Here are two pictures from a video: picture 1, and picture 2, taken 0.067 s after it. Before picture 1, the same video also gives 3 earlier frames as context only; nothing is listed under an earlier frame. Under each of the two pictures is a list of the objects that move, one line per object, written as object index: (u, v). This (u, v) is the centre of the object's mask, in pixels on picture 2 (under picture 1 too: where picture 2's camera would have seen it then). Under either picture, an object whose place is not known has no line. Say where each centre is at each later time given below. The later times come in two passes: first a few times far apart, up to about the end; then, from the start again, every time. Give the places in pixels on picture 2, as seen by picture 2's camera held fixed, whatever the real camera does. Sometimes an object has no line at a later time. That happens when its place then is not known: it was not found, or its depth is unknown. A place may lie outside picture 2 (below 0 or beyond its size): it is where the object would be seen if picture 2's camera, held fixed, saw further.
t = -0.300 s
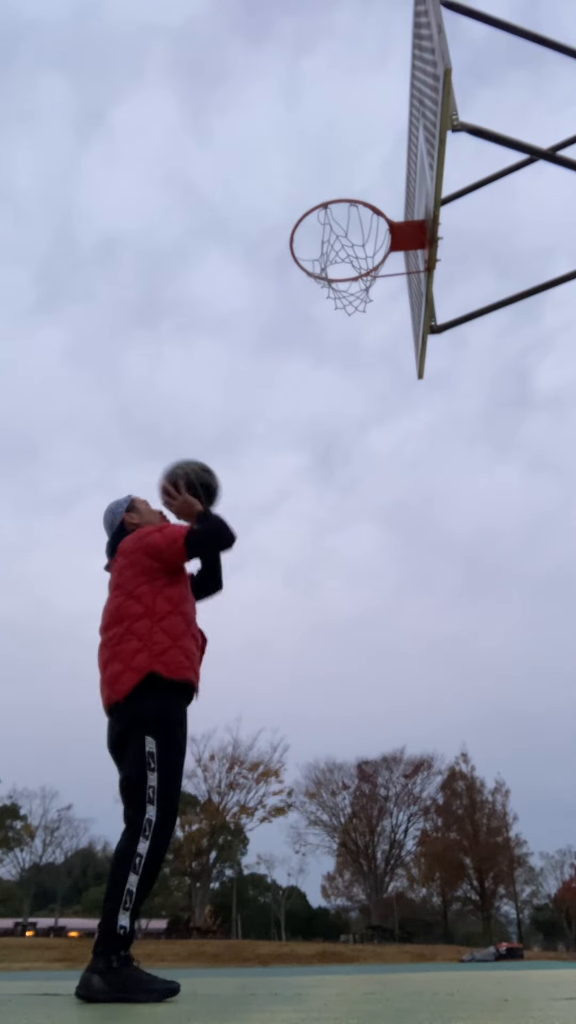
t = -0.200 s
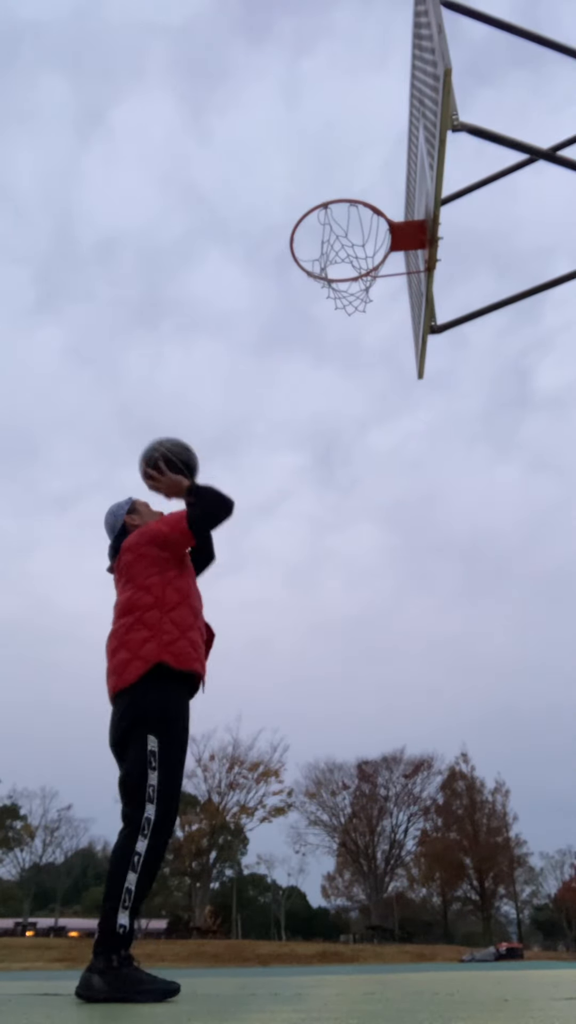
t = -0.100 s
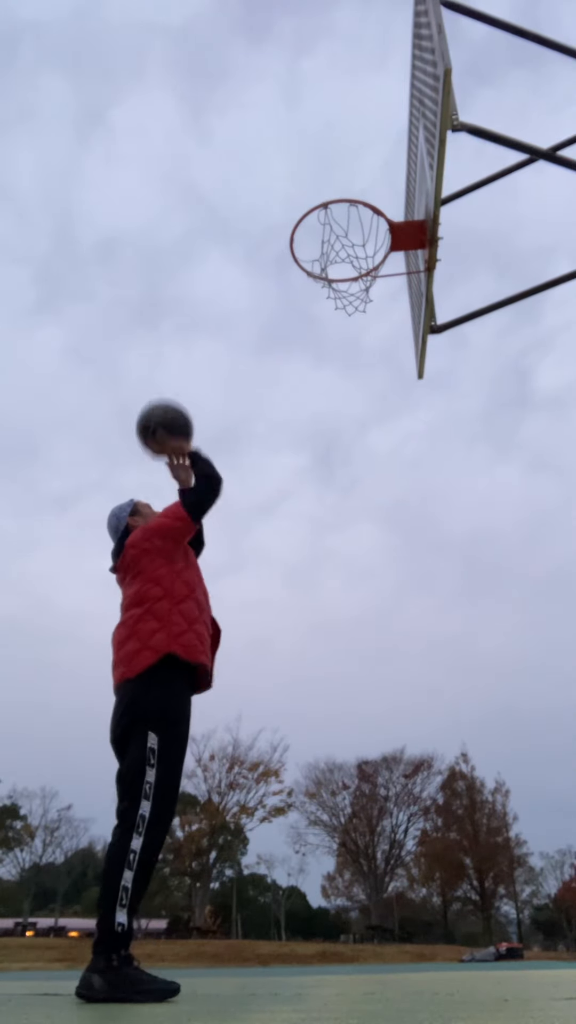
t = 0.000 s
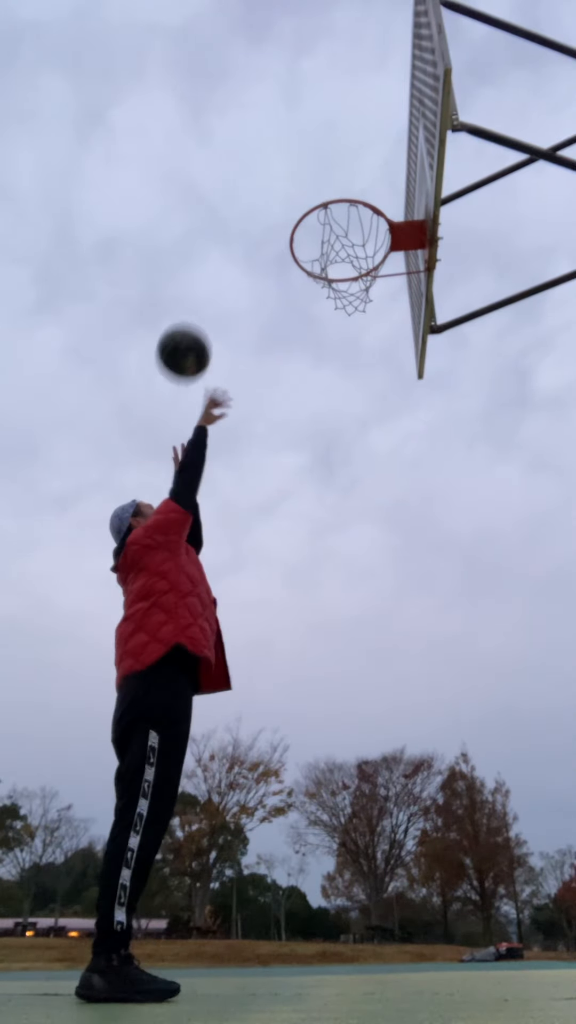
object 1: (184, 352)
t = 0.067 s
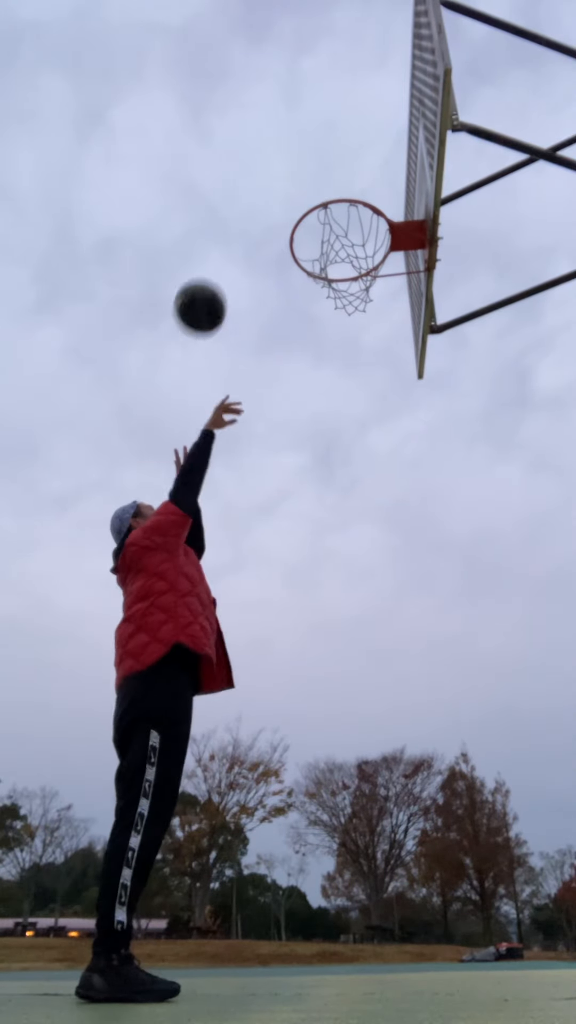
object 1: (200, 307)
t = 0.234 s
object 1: (236, 231)
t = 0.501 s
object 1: (286, 201)
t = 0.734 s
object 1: (333, 259)
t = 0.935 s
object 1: (380, 371)
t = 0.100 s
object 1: (208, 287)
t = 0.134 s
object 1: (215, 271)
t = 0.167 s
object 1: (223, 256)
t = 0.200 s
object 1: (229, 243)
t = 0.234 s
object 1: (236, 231)
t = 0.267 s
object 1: (242, 222)
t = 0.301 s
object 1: (249, 214)
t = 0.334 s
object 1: (255, 208)
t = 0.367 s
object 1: (261, 204)
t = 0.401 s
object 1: (267, 202)
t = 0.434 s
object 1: (274, 200)
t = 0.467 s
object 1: (280, 200)
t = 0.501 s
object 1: (286, 201)
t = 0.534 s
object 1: (292, 205)
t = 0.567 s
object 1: (299, 210)
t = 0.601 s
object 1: (305, 216)
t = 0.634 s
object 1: (312, 224)
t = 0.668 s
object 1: (319, 234)
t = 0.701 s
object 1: (326, 246)
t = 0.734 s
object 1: (333, 259)
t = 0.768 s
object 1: (340, 272)
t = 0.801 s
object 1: (348, 288)
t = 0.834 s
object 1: (356, 305)
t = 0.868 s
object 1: (363, 325)
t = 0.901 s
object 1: (372, 346)
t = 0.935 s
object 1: (380, 371)
